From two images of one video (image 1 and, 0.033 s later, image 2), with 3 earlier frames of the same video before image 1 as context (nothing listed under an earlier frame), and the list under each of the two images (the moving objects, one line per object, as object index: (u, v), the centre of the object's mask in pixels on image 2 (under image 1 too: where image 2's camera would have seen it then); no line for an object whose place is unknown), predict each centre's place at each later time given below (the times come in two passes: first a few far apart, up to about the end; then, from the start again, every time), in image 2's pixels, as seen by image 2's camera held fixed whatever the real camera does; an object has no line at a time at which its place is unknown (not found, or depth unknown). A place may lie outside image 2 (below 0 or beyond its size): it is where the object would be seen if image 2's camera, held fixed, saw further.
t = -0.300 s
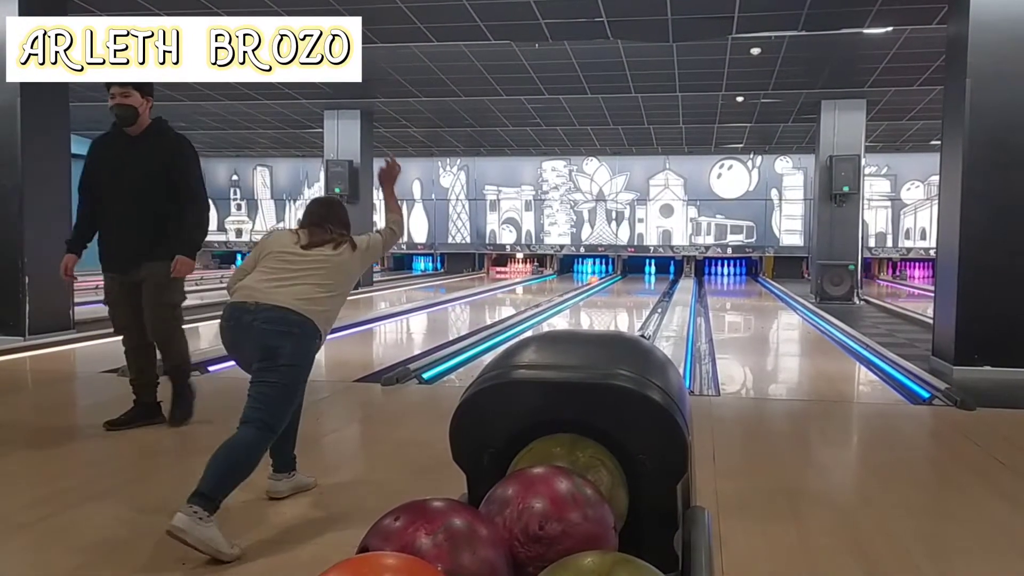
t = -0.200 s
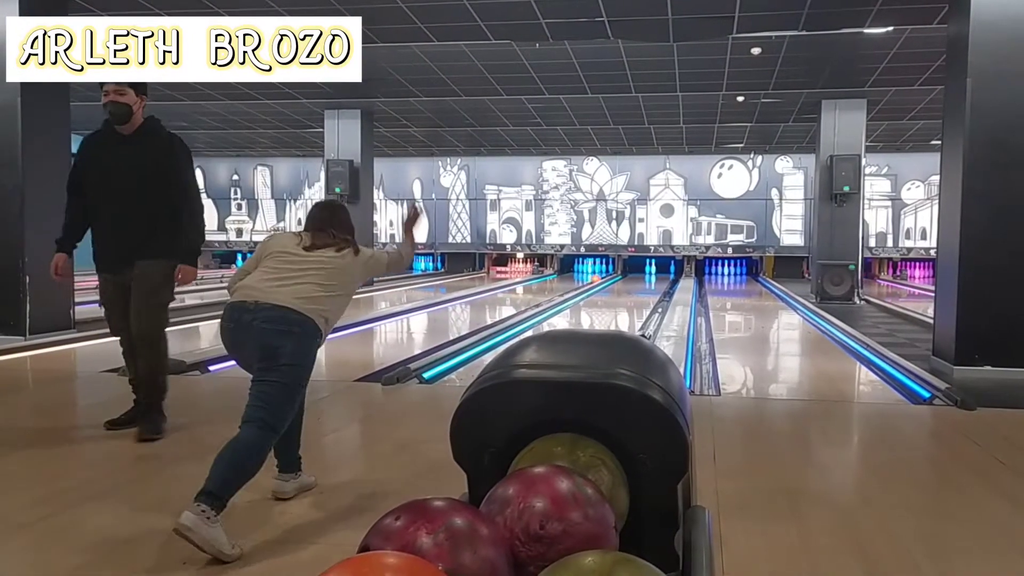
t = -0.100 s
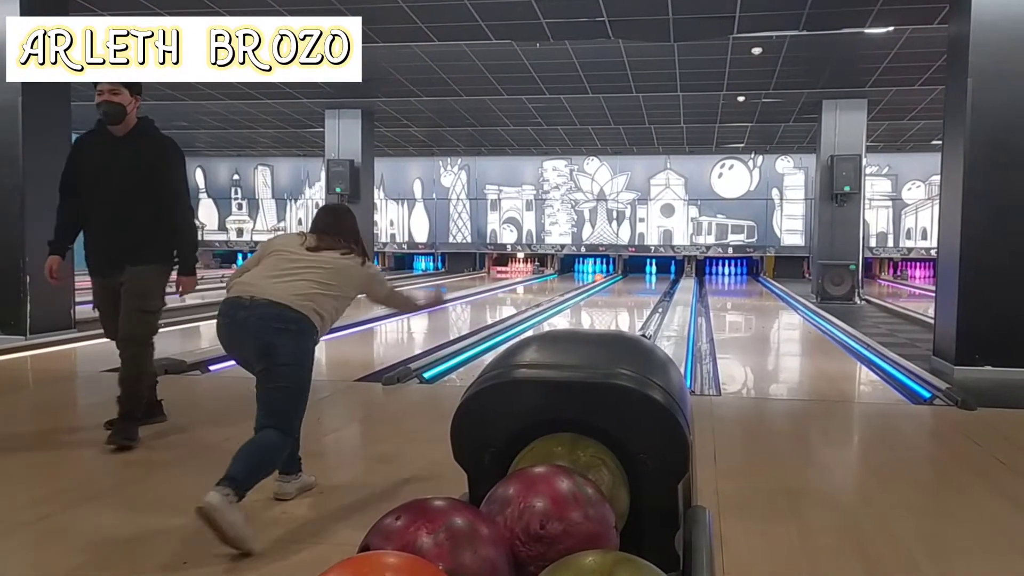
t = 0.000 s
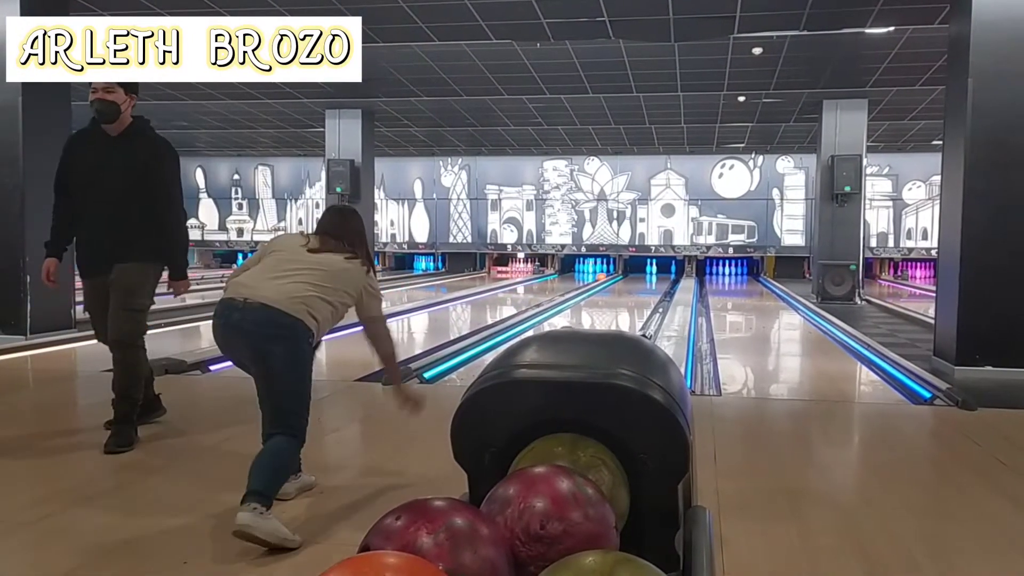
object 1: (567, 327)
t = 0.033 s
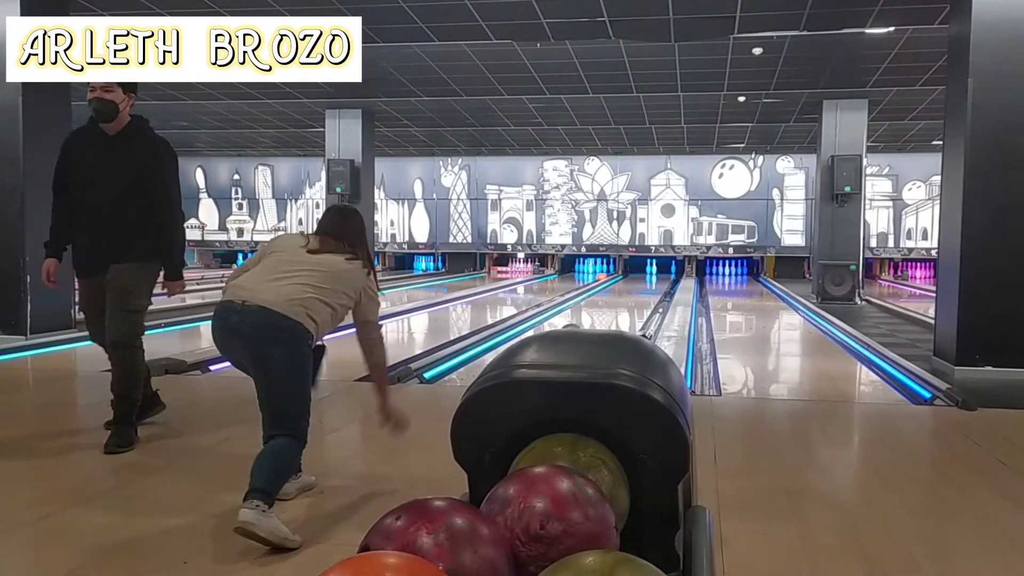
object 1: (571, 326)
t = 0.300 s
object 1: (595, 319)
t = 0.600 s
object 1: (614, 306)
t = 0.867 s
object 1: (625, 298)
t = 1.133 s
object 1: (634, 292)
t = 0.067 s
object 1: (575, 325)
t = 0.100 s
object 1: (579, 325)
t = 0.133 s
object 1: (581, 324)
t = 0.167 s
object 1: (584, 323)
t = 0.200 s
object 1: (588, 322)
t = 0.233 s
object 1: (590, 321)
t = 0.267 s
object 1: (593, 320)
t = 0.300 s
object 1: (595, 319)
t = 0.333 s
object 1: (598, 317)
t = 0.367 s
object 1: (600, 316)
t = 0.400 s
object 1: (602, 314)
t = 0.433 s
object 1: (605, 313)
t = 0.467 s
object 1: (607, 311)
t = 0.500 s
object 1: (609, 309)
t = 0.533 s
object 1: (610, 308)
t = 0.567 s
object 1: (612, 307)
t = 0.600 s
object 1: (614, 306)
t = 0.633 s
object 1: (615, 305)
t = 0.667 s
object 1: (617, 303)
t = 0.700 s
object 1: (618, 302)
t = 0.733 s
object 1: (620, 301)
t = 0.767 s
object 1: (621, 301)
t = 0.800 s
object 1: (623, 300)
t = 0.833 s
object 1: (624, 299)
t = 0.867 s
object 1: (625, 298)
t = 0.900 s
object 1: (626, 297)
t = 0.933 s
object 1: (628, 296)
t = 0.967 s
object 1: (629, 295)
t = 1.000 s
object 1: (630, 295)
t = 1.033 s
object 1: (631, 294)
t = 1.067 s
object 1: (632, 293)
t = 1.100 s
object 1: (633, 293)
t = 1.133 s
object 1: (634, 292)
